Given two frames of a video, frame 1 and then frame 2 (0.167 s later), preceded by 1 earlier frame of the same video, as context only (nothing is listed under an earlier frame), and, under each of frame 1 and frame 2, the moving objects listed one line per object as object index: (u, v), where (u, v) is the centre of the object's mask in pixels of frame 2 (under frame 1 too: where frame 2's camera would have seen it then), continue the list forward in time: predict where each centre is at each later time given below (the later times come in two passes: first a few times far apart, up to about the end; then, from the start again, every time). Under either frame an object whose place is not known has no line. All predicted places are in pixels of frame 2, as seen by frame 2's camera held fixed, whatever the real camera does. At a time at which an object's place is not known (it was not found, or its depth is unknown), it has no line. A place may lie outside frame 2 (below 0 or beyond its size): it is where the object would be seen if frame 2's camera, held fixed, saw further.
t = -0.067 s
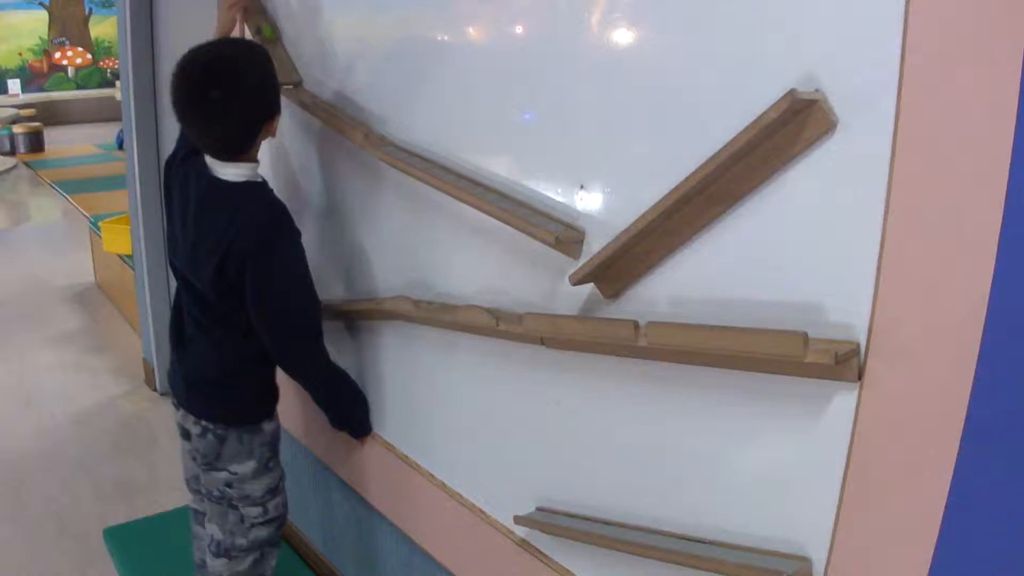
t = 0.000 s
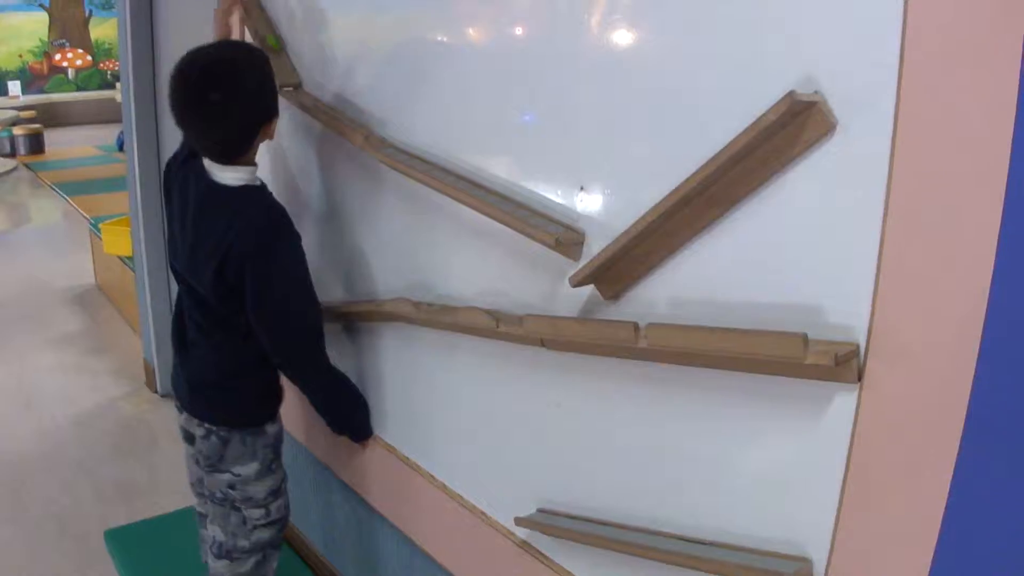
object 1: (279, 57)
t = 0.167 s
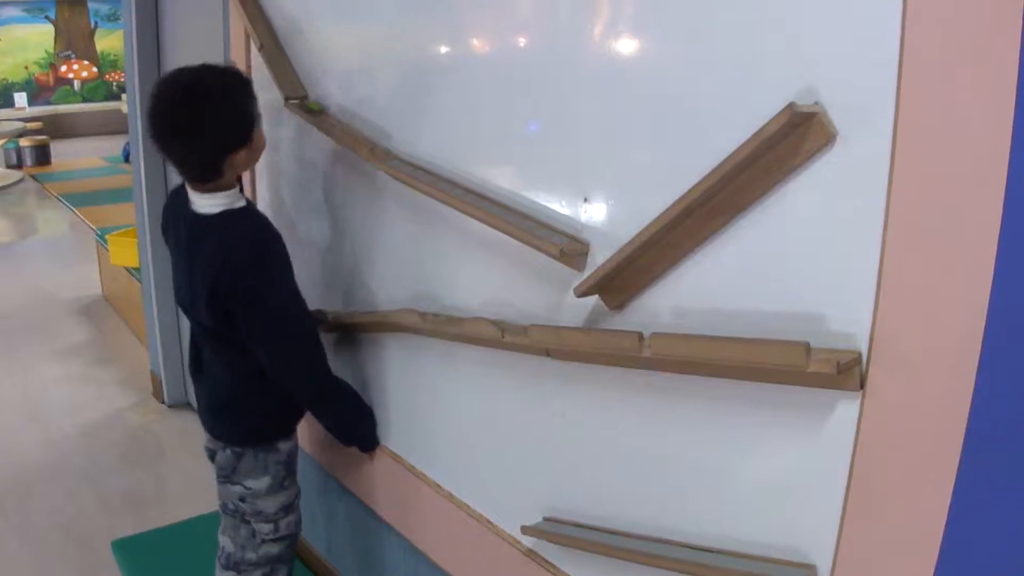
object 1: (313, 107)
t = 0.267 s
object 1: (342, 118)
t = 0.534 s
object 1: (389, 151)
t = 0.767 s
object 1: (415, 164)
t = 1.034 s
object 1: (431, 171)
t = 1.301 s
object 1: (455, 182)
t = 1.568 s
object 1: (485, 194)
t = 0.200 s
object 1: (324, 111)
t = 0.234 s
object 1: (333, 115)
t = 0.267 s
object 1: (342, 118)
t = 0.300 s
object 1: (348, 120)
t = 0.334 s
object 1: (353, 122)
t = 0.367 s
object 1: (359, 126)
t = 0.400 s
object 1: (365, 132)
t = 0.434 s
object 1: (374, 137)
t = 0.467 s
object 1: (381, 145)
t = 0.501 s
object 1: (385, 148)
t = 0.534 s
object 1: (389, 151)
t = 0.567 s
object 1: (395, 154)
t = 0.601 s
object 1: (398, 156)
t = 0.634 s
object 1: (403, 158)
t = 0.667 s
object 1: (407, 161)
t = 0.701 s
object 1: (410, 162)
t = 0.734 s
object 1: (413, 163)
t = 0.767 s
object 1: (415, 164)
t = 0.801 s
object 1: (416, 165)
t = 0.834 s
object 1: (417, 166)
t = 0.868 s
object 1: (419, 167)
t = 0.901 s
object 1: (422, 168)
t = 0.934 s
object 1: (424, 168)
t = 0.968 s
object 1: (426, 169)
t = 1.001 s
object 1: (428, 170)
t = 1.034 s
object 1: (431, 171)
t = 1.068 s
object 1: (433, 173)
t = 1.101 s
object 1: (437, 173)
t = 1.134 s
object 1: (439, 175)
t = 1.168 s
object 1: (442, 176)
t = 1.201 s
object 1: (445, 178)
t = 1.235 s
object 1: (448, 179)
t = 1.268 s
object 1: (451, 180)
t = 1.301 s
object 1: (455, 182)
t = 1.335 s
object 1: (459, 184)
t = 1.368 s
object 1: (462, 184)
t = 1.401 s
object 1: (465, 186)
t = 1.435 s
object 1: (469, 188)
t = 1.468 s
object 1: (472, 190)
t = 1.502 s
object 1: (476, 191)
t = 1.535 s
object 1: (480, 193)
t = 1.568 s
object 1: (485, 194)
